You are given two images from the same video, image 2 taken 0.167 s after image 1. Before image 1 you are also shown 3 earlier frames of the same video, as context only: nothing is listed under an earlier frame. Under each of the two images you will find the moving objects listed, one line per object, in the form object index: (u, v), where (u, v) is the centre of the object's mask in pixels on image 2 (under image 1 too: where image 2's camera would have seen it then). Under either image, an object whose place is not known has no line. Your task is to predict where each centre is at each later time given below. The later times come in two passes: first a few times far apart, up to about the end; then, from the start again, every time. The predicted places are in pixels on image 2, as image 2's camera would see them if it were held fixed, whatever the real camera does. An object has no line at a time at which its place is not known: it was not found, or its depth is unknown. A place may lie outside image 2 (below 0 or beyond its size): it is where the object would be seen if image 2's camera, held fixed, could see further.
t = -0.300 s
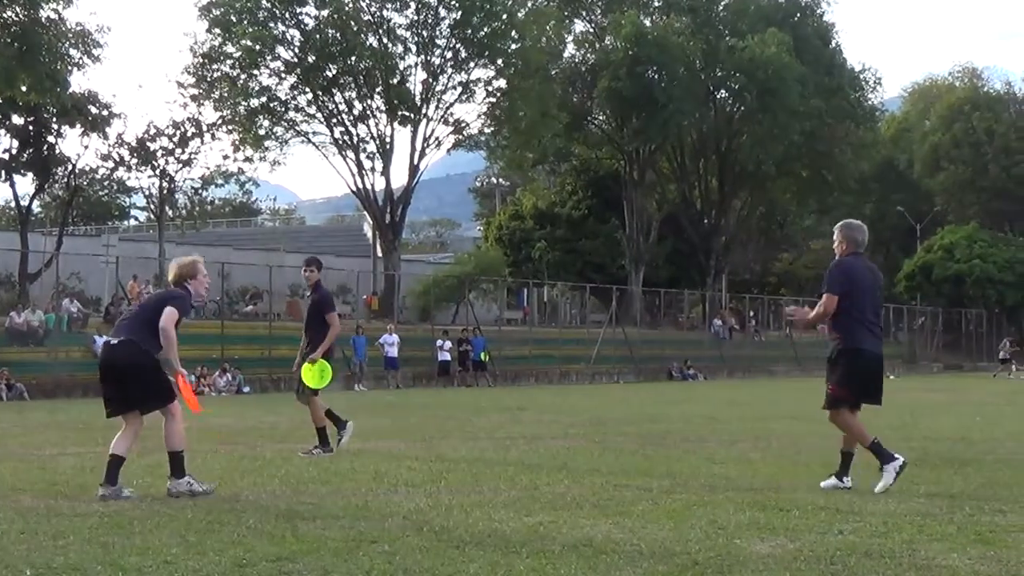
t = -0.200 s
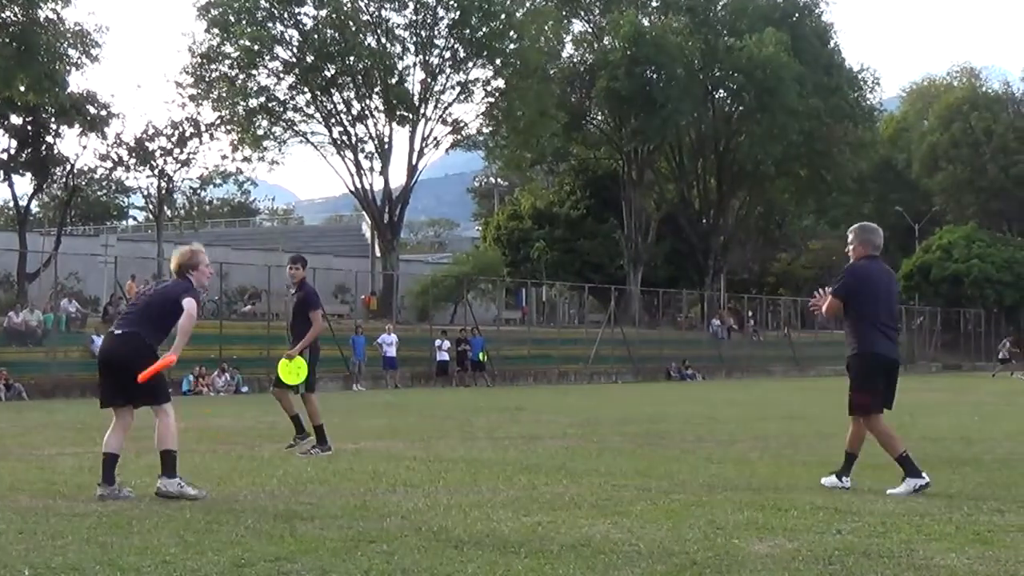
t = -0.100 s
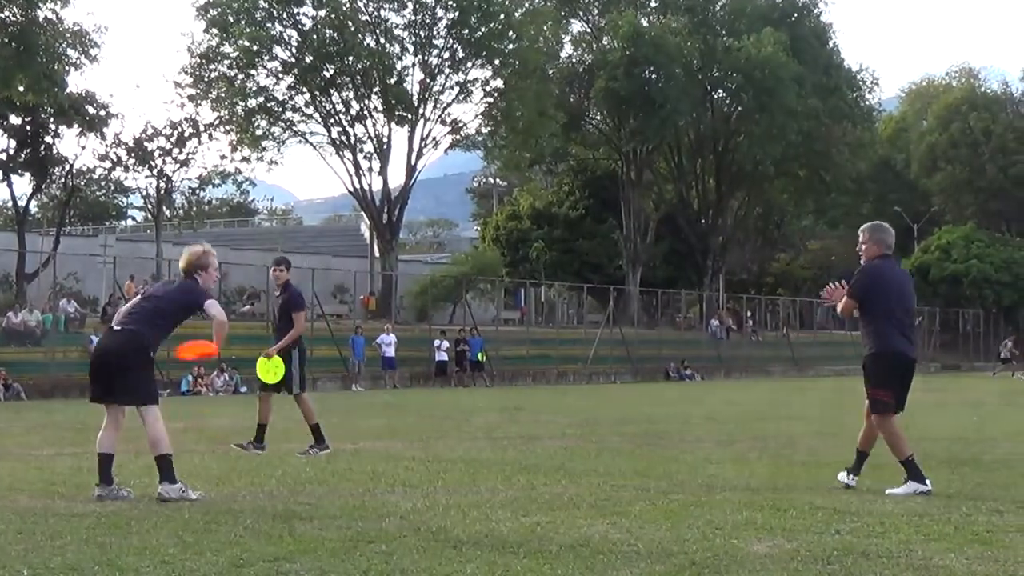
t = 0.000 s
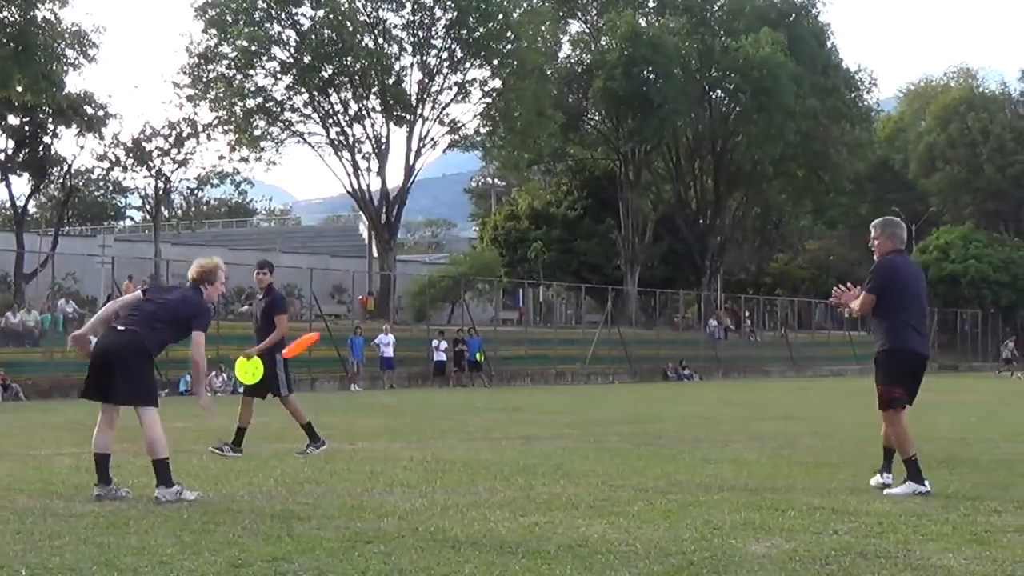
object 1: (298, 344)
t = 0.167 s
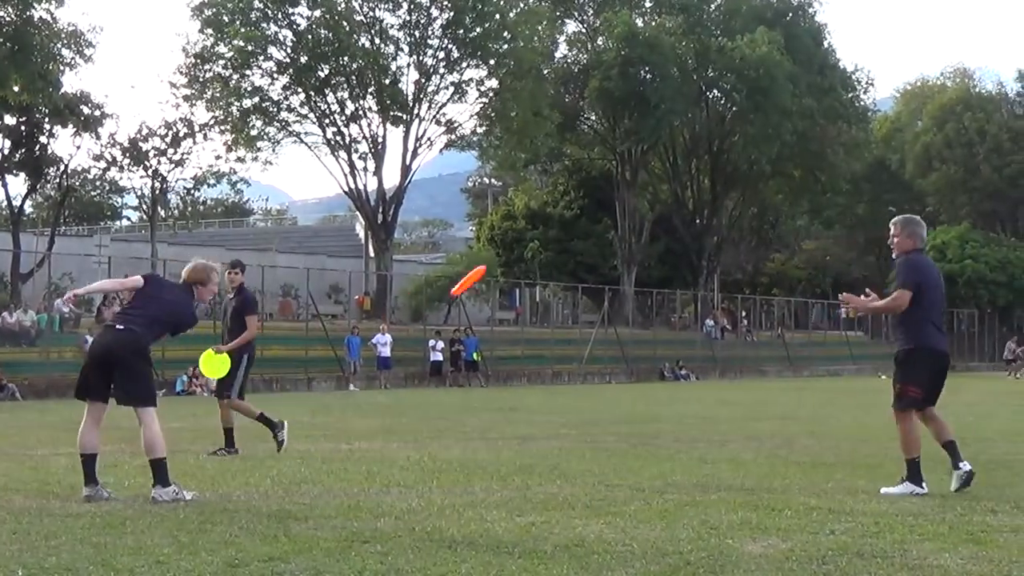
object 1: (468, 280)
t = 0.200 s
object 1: (499, 267)
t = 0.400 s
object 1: (653, 201)
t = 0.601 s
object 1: (774, 160)
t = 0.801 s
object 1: (875, 148)
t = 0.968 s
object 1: (945, 161)
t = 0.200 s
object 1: (499, 267)
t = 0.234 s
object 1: (527, 255)
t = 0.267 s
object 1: (554, 244)
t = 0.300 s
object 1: (580, 232)
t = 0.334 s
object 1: (605, 221)
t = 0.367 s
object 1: (630, 211)
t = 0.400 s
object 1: (653, 201)
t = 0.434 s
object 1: (676, 192)
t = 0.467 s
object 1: (698, 183)
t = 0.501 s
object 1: (719, 176)
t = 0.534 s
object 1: (739, 170)
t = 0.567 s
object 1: (758, 165)
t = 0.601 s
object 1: (774, 160)
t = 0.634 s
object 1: (792, 156)
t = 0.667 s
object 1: (809, 153)
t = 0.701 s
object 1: (826, 151)
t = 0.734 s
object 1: (843, 149)
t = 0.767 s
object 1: (860, 148)
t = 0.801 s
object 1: (875, 148)
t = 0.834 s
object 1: (891, 148)
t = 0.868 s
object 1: (905, 151)
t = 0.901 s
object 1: (920, 153)
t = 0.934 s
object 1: (933, 157)
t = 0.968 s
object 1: (945, 161)
